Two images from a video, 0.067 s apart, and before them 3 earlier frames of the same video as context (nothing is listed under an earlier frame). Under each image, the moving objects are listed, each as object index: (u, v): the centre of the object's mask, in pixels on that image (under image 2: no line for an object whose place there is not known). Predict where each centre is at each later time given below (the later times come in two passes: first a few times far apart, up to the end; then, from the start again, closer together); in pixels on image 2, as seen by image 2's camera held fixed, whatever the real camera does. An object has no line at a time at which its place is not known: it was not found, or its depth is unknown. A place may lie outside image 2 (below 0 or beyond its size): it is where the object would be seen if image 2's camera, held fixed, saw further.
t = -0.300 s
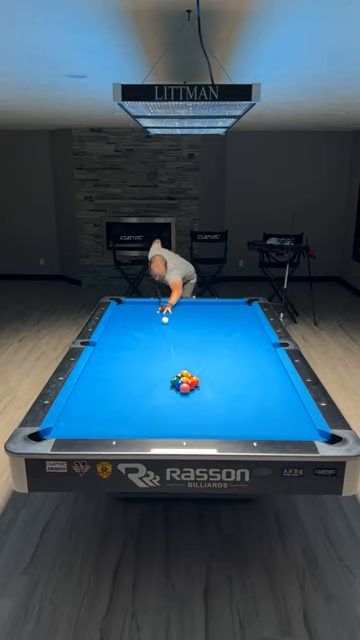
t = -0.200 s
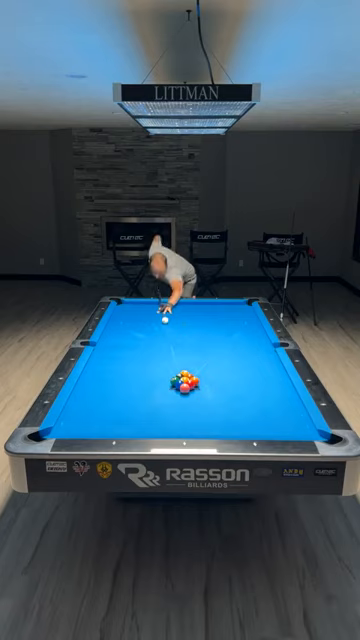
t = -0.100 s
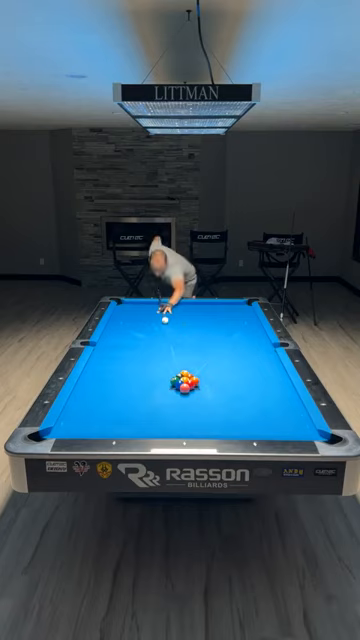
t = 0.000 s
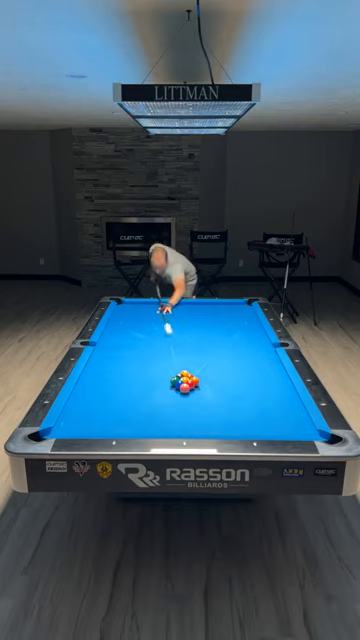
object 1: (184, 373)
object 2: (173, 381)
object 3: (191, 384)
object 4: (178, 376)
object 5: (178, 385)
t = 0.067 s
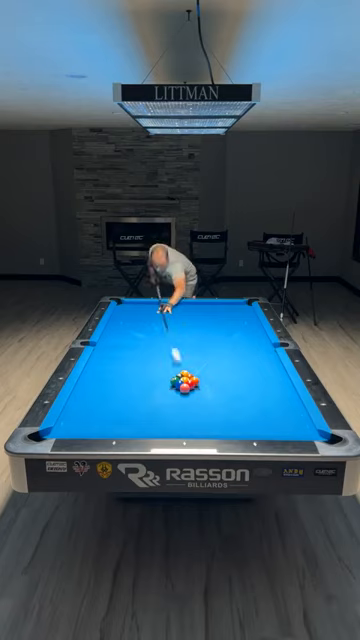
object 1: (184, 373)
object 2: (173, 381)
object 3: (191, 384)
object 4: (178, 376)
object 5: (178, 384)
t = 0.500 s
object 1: (236, 359)
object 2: (69, 421)
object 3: (201, 402)
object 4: (163, 374)
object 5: (156, 413)
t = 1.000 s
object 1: (260, 348)
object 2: (118, 419)
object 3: (217, 425)
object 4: (206, 370)
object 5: (193, 425)
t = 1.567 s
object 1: (228, 340)
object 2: (177, 400)
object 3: (228, 419)
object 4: (263, 364)
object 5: (228, 429)
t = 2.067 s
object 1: (205, 335)
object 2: (219, 387)
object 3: (233, 408)
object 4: (257, 361)
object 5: (247, 426)
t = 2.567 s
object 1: (184, 330)
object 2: (254, 377)
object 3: (236, 399)
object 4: (224, 367)
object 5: (262, 422)
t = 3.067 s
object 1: (168, 327)
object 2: (278, 368)
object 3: (239, 391)
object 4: (191, 375)
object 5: (273, 419)
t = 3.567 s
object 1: (155, 322)
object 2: (256, 362)
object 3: (241, 387)
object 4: (159, 382)
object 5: (280, 416)
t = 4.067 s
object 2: (238, 357)
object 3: (243, 383)
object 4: (127, 390)
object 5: (285, 415)
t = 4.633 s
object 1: (144, 315)
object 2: (221, 353)
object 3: (244, 381)
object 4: (93, 398)
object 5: (285, 415)
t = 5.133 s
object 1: (140, 312)
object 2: (210, 350)
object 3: (244, 381)
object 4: (72, 405)
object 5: (285, 415)
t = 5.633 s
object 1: (137, 310)
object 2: (202, 348)
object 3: (244, 381)
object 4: (83, 408)
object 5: (285, 415)
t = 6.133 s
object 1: (135, 309)
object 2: (195, 346)
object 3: (244, 381)
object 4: (91, 411)
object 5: (285, 415)
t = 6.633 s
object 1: (135, 308)
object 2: (191, 346)
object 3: (244, 381)
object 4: (97, 413)
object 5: (285, 415)
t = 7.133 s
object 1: (135, 308)
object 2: (190, 345)
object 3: (244, 381)
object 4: (99, 414)
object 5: (285, 415)
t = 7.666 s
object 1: (135, 308)
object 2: (190, 345)
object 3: (244, 381)
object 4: (100, 414)
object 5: (285, 415)
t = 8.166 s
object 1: (135, 308)
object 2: (190, 345)
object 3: (244, 381)
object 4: (100, 414)
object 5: (285, 415)
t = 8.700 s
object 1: (135, 308)
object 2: (190, 345)
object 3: (244, 381)
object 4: (100, 414)
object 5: (285, 415)
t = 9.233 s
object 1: (135, 308)
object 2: (190, 345)
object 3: (244, 381)
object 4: (100, 414)
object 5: (285, 415)
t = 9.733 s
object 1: (135, 308)
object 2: (190, 345)
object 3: (244, 381)
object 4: (100, 414)
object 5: (285, 415)
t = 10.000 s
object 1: (135, 308)
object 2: (190, 345)
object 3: (244, 381)
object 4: (100, 414)
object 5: (285, 415)
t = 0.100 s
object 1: (184, 373)
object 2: (173, 382)
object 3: (190, 384)
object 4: (178, 375)
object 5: (178, 384)
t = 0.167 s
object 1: (196, 370)
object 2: (155, 389)
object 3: (191, 388)
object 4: (176, 377)
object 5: (171, 391)
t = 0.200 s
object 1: (200, 368)
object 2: (146, 393)
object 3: (192, 390)
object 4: (175, 377)
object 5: (167, 394)
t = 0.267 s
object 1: (210, 366)
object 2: (129, 399)
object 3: (195, 392)
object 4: (172, 376)
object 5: (160, 401)
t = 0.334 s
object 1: (218, 363)
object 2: (112, 405)
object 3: (196, 395)
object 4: (169, 376)
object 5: (153, 406)
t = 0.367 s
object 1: (221, 362)
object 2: (104, 407)
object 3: (197, 397)
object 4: (168, 375)
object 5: (149, 409)
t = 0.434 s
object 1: (229, 360)
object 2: (87, 414)
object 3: (199, 399)
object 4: (166, 375)
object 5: (148, 413)
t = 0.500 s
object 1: (236, 359)
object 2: (69, 421)
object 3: (201, 402)
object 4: (163, 374)
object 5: (156, 413)
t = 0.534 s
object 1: (240, 358)
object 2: (60, 425)
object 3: (202, 404)
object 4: (162, 374)
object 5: (159, 414)
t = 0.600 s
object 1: (247, 356)
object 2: (68, 427)
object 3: (204, 407)
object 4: (160, 374)
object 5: (164, 415)
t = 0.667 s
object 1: (254, 354)
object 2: (76, 430)
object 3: (206, 410)
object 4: (167, 373)
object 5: (169, 417)
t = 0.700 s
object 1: (257, 353)
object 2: (81, 429)
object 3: (207, 411)
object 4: (172, 372)
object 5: (171, 418)
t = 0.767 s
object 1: (264, 352)
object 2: (90, 427)
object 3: (209, 414)
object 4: (181, 371)
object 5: (176, 419)
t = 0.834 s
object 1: (270, 350)
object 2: (98, 425)
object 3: (212, 417)
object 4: (188, 371)
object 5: (181, 421)
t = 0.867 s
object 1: (269, 349)
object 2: (102, 425)
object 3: (213, 419)
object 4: (192, 371)
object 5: (183, 422)
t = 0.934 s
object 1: (264, 348)
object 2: (110, 422)
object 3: (215, 422)
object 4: (199, 370)
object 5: (188, 424)
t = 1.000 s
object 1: (260, 348)
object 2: (118, 419)
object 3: (217, 425)
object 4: (206, 370)
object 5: (193, 425)
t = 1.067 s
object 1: (256, 346)
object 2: (126, 417)
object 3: (219, 428)
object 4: (213, 369)
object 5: (198, 427)
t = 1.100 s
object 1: (254, 346)
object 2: (130, 416)
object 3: (220, 429)
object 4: (217, 368)
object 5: (200, 427)
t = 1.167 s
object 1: (250, 345)
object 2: (137, 413)
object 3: (223, 431)
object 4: (224, 368)
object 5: (205, 428)
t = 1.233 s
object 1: (246, 344)
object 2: (144, 411)
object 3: (224, 429)
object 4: (230, 367)
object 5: (209, 429)
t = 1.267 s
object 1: (244, 344)
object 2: (148, 410)
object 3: (224, 429)
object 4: (234, 367)
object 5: (211, 430)
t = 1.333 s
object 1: (240, 343)
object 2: (154, 408)
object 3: (225, 426)
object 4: (240, 366)
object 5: (216, 430)
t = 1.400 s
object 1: (237, 342)
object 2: (161, 406)
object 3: (227, 424)
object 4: (247, 366)
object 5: (220, 430)
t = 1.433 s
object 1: (235, 342)
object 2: (164, 405)
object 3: (227, 423)
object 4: (250, 365)
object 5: (222, 430)
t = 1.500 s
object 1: (232, 341)
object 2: (171, 402)
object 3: (227, 421)
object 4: (256, 365)
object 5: (226, 429)
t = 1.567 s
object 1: (228, 340)
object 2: (177, 400)
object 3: (228, 419)
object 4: (263, 364)
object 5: (228, 429)
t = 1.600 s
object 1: (226, 340)
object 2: (180, 399)
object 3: (228, 418)
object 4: (266, 364)
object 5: (229, 429)
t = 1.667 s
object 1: (223, 339)
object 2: (186, 397)
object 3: (229, 417)
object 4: (271, 364)
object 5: (232, 429)
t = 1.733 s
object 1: (220, 338)
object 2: (192, 396)
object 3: (230, 416)
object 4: (277, 363)
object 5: (234, 428)
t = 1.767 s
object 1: (218, 338)
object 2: (195, 394)
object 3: (230, 415)
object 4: (275, 363)
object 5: (236, 428)
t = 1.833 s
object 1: (215, 337)
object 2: (200, 393)
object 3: (231, 413)
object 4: (270, 362)
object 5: (238, 428)
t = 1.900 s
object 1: (212, 336)
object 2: (205, 391)
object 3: (231, 412)
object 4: (267, 362)
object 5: (241, 427)
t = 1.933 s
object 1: (211, 336)
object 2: (208, 390)
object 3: (232, 411)
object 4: (265, 362)
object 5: (242, 427)
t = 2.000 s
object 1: (207, 336)
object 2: (213, 389)
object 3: (232, 409)
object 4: (261, 362)
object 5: (244, 426)
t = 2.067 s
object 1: (205, 335)
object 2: (219, 387)
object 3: (233, 408)
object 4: (257, 361)
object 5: (247, 426)
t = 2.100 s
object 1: (203, 334)
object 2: (221, 386)
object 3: (233, 407)
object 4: (256, 361)
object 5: (248, 426)
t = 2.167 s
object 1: (200, 334)
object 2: (226, 385)
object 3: (233, 406)
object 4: (250, 361)
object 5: (250, 425)
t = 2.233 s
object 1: (198, 333)
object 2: (231, 384)
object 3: (234, 405)
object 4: (246, 362)
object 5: (252, 424)
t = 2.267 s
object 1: (196, 333)
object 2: (233, 383)
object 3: (234, 404)
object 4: (244, 363)
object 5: (253, 424)
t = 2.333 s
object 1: (194, 332)
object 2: (238, 381)
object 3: (235, 403)
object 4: (240, 364)
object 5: (255, 424)
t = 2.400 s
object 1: (191, 332)
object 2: (243, 380)
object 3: (235, 401)
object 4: (235, 365)
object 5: (257, 423)
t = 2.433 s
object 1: (190, 331)
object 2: (245, 379)
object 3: (235, 401)
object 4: (233, 365)
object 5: (258, 423)
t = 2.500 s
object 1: (187, 331)
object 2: (249, 378)
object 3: (236, 400)
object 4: (229, 367)
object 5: (260, 422)
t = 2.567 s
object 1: (184, 330)
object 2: (254, 377)
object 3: (236, 399)
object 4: (224, 367)
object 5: (262, 422)
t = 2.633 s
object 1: (182, 330)
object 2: (258, 375)
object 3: (237, 397)
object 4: (220, 368)
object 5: (264, 422)
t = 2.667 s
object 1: (181, 330)
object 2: (260, 375)
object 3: (237, 397)
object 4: (218, 369)
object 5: (265, 421)
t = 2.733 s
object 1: (179, 329)
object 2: (264, 374)
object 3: (237, 396)
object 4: (213, 370)
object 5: (266, 421)
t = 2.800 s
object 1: (176, 329)
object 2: (268, 373)
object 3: (238, 395)
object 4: (209, 371)
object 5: (268, 421)
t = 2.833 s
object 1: (175, 329)
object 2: (270, 372)
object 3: (238, 394)
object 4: (207, 371)
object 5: (268, 420)
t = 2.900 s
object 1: (173, 328)
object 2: (273, 371)
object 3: (238, 393)
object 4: (202, 372)
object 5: (270, 420)
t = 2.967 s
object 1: (171, 327)
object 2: (277, 370)
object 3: (239, 392)
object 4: (198, 373)
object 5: (271, 419)
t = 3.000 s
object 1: (170, 327)
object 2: (279, 369)
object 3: (239, 392)
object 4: (196, 374)
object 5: (272, 419)
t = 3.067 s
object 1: (168, 327)
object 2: (278, 368)
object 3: (239, 391)
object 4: (191, 375)
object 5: (273, 419)
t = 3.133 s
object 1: (165, 326)
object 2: (275, 367)
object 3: (239, 391)
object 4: (187, 374)
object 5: (274, 418)
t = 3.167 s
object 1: (164, 326)
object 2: (274, 367)
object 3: (239, 390)
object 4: (185, 374)
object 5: (275, 418)
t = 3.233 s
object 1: (163, 326)
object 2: (270, 365)
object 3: (240, 390)
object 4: (179, 377)
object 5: (276, 418)
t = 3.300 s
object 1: (161, 325)
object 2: (267, 365)
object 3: (240, 389)
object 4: (175, 378)
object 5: (277, 417)
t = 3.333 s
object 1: (160, 325)
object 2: (266, 365)
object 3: (240, 389)
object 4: (174, 379)
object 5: (277, 417)
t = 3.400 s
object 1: (158, 324)
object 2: (263, 364)
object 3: (240, 388)
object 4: (170, 380)
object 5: (278, 417)
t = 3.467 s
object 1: (156, 324)
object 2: (260, 363)
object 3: (240, 387)
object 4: (165, 381)
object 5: (279, 417)
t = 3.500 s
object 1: (156, 323)
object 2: (258, 363)
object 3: (241, 387)
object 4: (163, 381)
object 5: (280, 417)
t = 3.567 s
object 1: (155, 322)
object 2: (256, 362)
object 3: (241, 387)
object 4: (159, 382)
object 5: (280, 416)
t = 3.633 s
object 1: (154, 322)
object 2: (254, 361)
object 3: (241, 386)
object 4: (154, 383)
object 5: (281, 416)
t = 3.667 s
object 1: (153, 321)
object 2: (252, 361)
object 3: (242, 385)
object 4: (152, 384)
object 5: (281, 416)
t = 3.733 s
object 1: (152, 321)
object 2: (250, 360)
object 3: (241, 385)
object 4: (148, 384)
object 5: (282, 416)
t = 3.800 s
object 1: (152, 321)
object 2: (247, 360)
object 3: (242, 385)
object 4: (144, 386)
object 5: (282, 416)
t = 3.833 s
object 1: (151, 321)
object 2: (246, 359)
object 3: (242, 384)
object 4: (142, 386)
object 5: (283, 416)
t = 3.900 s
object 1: (150, 320)
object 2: (243, 358)
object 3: (242, 384)
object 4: (137, 388)
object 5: (283, 416)
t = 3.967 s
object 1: (150, 320)
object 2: (241, 358)
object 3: (242, 383)
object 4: (133, 388)
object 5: (284, 416)
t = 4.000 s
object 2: (240, 357)
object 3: (242, 383)
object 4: (131, 389)
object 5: (284, 416)
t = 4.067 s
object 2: (238, 357)
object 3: (243, 383)
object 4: (127, 390)
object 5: (285, 415)
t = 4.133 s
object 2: (236, 356)
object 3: (243, 383)
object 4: (123, 391)
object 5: (285, 415)
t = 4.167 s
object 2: (235, 356)
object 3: (243, 383)
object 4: (121, 391)
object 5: (285, 415)
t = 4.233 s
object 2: (232, 356)
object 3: (243, 382)
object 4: (117, 392)
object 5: (285, 415)
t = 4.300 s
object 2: (231, 355)
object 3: (243, 382)
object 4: (113, 393)
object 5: (285, 415)
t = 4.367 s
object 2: (228, 355)
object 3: (243, 381)
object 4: (109, 394)
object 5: (285, 415)
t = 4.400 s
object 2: (228, 354)
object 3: (243, 381)
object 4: (107, 395)
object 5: (286, 415)
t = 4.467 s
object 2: (226, 354)
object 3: (243, 381)
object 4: (102, 396)
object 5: (285, 415)
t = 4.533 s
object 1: (144, 316)
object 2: (224, 353)
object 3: (244, 381)
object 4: (98, 397)
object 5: (285, 415)
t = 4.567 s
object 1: (144, 315)
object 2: (223, 353)
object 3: (244, 381)
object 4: (96, 397)
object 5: (285, 415)
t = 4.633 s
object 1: (144, 315)
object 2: (221, 353)
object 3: (244, 381)
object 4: (93, 398)
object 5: (285, 415)
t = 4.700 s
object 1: (143, 315)
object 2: (219, 352)
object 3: (244, 381)
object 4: (89, 399)
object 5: (285, 415)
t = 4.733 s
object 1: (142, 314)
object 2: (218, 352)
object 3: (244, 381)
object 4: (87, 400)
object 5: (285, 415)
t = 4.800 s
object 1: (142, 314)
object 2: (217, 351)
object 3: (244, 381)
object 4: (83, 400)
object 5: (285, 415)
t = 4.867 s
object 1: (141, 314)
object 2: (215, 351)
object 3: (244, 381)
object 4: (79, 401)
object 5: (285, 415)
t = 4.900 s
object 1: (141, 313)
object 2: (215, 351)
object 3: (244, 381)
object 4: (77, 402)
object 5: (285, 415)
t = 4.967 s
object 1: (141, 313)
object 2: (213, 351)
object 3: (244, 381)
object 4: (74, 403)
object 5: (285, 415)
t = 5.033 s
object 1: (140, 313)
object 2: (212, 350)
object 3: (244, 381)
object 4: (69, 404)
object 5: (285, 415)
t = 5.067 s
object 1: (140, 313)
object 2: (211, 350)
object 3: (244, 381)
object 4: (70, 404)
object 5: (285, 415)
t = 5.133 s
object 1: (140, 312)
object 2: (210, 350)
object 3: (244, 381)
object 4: (72, 405)
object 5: (285, 415)
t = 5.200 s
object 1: (139, 312)
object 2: (209, 350)
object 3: (244, 381)
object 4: (74, 405)
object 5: (285, 415)
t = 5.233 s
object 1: (139, 312)
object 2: (208, 349)
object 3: (244, 381)
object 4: (74, 406)
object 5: (285, 415)
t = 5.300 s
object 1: (139, 311)
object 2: (207, 349)
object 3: (244, 381)
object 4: (76, 406)
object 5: (285, 415)
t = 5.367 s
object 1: (138, 311)
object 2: (206, 349)
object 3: (244, 381)
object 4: (78, 407)
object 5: (285, 415)
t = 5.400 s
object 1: (138, 311)
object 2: (205, 349)
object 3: (244, 381)
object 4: (78, 407)
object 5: (285, 415)
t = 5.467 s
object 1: (138, 311)
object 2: (204, 348)
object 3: (244, 381)
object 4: (80, 407)
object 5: (285, 415)
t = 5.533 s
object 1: (138, 311)
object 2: (203, 348)
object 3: (244, 381)
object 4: (81, 408)
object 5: (285, 415)
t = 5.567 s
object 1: (138, 311)
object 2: (203, 348)
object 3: (244, 381)
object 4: (81, 408)
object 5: (285, 415)
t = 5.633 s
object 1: (137, 310)
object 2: (202, 348)
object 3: (244, 381)
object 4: (83, 408)
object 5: (285, 415)
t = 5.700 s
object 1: (137, 310)
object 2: (201, 348)
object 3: (244, 381)
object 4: (84, 409)
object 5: (285, 415)
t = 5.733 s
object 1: (136, 310)
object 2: (200, 348)
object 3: (244, 381)
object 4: (85, 409)
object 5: (285, 415)
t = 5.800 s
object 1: (136, 310)
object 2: (199, 347)
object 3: (244, 381)
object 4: (86, 410)
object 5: (285, 415)
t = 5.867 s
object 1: (136, 310)
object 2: (198, 347)
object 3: (244, 381)
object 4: (87, 410)
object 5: (285, 415)
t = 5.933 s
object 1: (136, 310)
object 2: (198, 347)
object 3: (244, 381)
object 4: (88, 410)
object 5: (285, 415)
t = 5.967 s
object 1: (136, 309)
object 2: (197, 346)
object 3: (244, 381)
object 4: (89, 411)
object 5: (285, 415)
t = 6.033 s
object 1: (136, 309)
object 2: (196, 346)
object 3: (244, 381)
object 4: (89, 411)
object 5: (285, 415)
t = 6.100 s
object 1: (135, 309)
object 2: (195, 346)
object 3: (244, 381)
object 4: (90, 411)
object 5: (285, 415)
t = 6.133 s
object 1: (135, 309)
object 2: (195, 346)
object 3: (244, 381)
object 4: (91, 411)
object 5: (285, 415)
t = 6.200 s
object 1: (135, 309)
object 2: (194, 346)
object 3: (244, 381)
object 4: (92, 412)
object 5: (285, 415)
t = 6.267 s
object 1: (135, 309)
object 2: (194, 346)
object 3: (244, 381)
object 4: (93, 412)
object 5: (285, 415)
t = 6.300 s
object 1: (135, 309)
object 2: (193, 346)
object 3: (244, 381)
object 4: (93, 412)
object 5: (285, 415)
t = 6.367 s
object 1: (135, 309)
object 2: (193, 346)
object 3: (244, 381)
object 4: (94, 412)
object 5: (285, 415)
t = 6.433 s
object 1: (135, 308)
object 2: (192, 346)
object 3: (244, 381)
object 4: (95, 413)
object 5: (285, 415)
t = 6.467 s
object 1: (135, 308)
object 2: (192, 346)
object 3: (244, 381)
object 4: (95, 413)
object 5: (285, 415)
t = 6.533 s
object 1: (135, 308)
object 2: (192, 346)
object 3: (244, 381)
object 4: (96, 413)
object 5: (285, 415)
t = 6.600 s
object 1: (135, 308)
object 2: (192, 346)
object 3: (244, 381)
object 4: (96, 413)
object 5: (285, 415)
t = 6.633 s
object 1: (135, 308)
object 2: (191, 346)
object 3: (244, 381)
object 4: (97, 413)
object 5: (285, 415)
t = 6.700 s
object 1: (135, 308)
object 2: (191, 346)
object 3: (244, 381)
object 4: (97, 413)
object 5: (285, 415)
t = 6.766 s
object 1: (135, 308)
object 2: (190, 345)
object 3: (244, 381)
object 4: (97, 414)
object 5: (285, 415)
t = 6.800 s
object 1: (135, 308)
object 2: (190, 345)
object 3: (244, 381)
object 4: (98, 414)
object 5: (285, 415)
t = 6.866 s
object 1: (135, 308)
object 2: (190, 345)
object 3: (244, 381)
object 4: (98, 414)
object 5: (285, 415)
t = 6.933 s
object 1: (135, 308)
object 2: (190, 345)
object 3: (244, 381)
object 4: (99, 414)
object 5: (285, 415)
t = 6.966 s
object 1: (135, 308)
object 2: (190, 345)
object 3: (244, 381)
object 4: (99, 414)
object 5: (285, 415)
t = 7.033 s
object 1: (135, 308)
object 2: (190, 345)
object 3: (244, 381)
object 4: (99, 414)
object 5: (285, 415)
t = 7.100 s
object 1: (135, 308)
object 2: (190, 345)
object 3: (244, 381)
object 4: (99, 414)
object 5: (285, 415)
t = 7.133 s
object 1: (135, 308)
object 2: (190, 345)
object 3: (244, 381)
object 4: (99, 414)
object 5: (285, 415)
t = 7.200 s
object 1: (135, 308)
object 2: (190, 345)
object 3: (244, 381)
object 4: (100, 414)
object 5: (285, 415)
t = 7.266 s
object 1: (135, 308)
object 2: (190, 345)
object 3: (244, 381)
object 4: (100, 414)
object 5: (285, 415)
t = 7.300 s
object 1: (135, 308)
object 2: (190, 345)
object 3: (244, 381)
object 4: (100, 414)
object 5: (285, 415)
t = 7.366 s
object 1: (135, 308)
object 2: (190, 345)
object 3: (244, 381)
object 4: (100, 414)
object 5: (285, 415)
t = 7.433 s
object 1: (135, 308)
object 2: (190, 345)
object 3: (244, 381)
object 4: (100, 414)
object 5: (285, 415)
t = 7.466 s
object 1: (135, 308)
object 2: (190, 345)
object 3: (244, 381)
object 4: (100, 414)
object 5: (285, 415)
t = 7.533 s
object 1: (135, 308)
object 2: (190, 345)
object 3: (244, 381)
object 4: (100, 414)
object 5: (285, 415)
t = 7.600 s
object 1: (135, 308)
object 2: (190, 345)
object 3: (244, 381)
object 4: (100, 414)
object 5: (285, 415)
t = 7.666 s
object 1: (135, 308)
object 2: (190, 345)
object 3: (244, 381)
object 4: (100, 414)
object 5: (285, 415)
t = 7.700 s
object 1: (135, 308)
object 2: (190, 345)
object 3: (244, 381)
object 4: (100, 414)
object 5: (285, 415)
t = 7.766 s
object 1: (135, 308)
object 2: (190, 345)
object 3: (244, 381)
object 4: (100, 414)
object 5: (285, 415)
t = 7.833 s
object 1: (135, 308)
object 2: (190, 345)
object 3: (244, 381)
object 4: (100, 414)
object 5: (285, 415)
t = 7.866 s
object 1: (135, 308)
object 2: (190, 345)
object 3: (244, 381)
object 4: (100, 414)
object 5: (285, 415)
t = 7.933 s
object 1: (135, 308)
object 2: (190, 345)
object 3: (244, 381)
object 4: (100, 414)
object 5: (285, 415)
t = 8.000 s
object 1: (135, 308)
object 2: (190, 345)
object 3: (244, 381)
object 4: (100, 414)
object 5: (285, 415)
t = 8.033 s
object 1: (135, 308)
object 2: (190, 345)
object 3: (244, 381)
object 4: (100, 414)
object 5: (285, 415)
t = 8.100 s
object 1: (135, 308)
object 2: (190, 345)
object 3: (244, 381)
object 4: (100, 414)
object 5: (285, 415)
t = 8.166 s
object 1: (135, 308)
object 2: (190, 345)
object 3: (244, 381)
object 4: (100, 414)
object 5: (285, 415)
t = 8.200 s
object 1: (135, 308)
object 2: (190, 345)
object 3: (244, 381)
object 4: (100, 414)
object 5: (285, 415)
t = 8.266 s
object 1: (135, 308)
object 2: (190, 345)
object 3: (244, 381)
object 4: (100, 414)
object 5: (285, 415)
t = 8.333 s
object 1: (135, 308)
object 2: (190, 345)
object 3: (244, 381)
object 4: (100, 414)
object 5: (285, 415)
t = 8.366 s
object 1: (135, 308)
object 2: (190, 345)
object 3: (244, 381)
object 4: (100, 414)
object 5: (285, 415)
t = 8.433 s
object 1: (135, 308)
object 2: (190, 345)
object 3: (244, 381)
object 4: (100, 414)
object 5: (285, 415)
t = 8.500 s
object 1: (135, 308)
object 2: (190, 345)
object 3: (244, 381)
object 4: (100, 414)
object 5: (285, 415)
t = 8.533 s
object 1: (135, 308)
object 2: (190, 345)
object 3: (244, 381)
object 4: (100, 414)
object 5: (285, 415)
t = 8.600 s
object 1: (135, 308)
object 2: (190, 345)
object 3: (244, 381)
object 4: (100, 414)
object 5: (285, 415)
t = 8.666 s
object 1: (135, 308)
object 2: (190, 345)
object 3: (244, 381)
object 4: (100, 414)
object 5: (285, 415)
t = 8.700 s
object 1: (135, 308)
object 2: (190, 345)
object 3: (244, 381)
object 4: (100, 414)
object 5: (285, 415)
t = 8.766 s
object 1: (135, 308)
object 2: (190, 345)
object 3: (244, 381)
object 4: (100, 414)
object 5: (285, 415)
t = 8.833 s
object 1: (135, 308)
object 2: (190, 345)
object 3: (244, 381)
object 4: (100, 414)
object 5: (285, 415)
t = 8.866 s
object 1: (135, 308)
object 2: (190, 345)
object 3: (244, 381)
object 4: (100, 414)
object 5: (285, 415)
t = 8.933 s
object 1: (135, 308)
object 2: (190, 345)
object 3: (244, 381)
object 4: (100, 414)
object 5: (285, 415)
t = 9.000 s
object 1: (135, 308)
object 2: (190, 345)
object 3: (244, 381)
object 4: (100, 414)
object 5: (285, 415)
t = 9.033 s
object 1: (135, 308)
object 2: (190, 345)
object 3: (244, 381)
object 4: (100, 414)
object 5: (285, 415)
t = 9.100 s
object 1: (135, 308)
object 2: (190, 345)
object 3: (244, 381)
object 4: (100, 414)
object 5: (285, 415)
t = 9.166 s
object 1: (135, 308)
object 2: (190, 345)
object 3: (244, 381)
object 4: (100, 414)
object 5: (285, 415)
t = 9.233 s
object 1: (135, 308)
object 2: (190, 345)
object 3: (244, 381)
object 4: (100, 414)
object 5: (285, 415)
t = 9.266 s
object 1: (135, 308)
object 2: (190, 345)
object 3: (244, 381)
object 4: (100, 414)
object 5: (285, 415)
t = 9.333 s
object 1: (135, 308)
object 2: (190, 345)
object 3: (244, 381)
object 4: (100, 414)
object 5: (285, 415)
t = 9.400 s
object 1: (135, 308)
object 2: (190, 345)
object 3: (244, 381)
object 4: (100, 414)
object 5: (285, 415)
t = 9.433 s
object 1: (135, 308)
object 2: (190, 345)
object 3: (244, 381)
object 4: (100, 414)
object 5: (285, 415)
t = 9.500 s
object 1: (135, 308)
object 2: (190, 345)
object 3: (244, 381)
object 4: (100, 414)
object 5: (285, 415)
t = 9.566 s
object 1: (135, 308)
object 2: (190, 345)
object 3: (244, 381)
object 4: (100, 414)
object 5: (285, 415)
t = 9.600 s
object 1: (135, 308)
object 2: (190, 345)
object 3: (244, 381)
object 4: (100, 414)
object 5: (285, 415)
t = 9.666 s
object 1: (135, 308)
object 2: (190, 345)
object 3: (244, 381)
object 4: (100, 414)
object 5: (285, 415)
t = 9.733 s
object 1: (135, 308)
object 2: (190, 345)
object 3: (244, 381)
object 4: (100, 414)
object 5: (285, 415)
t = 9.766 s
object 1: (135, 308)
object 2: (190, 345)
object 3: (244, 381)
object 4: (100, 414)
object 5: (285, 415)
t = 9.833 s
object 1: (135, 308)
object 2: (190, 345)
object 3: (244, 381)
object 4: (100, 414)
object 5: (285, 415)
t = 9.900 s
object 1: (135, 308)
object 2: (190, 345)
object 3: (244, 381)
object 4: (100, 414)
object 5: (285, 415)
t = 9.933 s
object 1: (135, 308)
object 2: (190, 345)
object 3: (244, 381)
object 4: (100, 414)
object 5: (285, 415)
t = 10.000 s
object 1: (135, 308)
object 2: (190, 345)
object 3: (244, 381)
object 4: (100, 414)
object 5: (285, 415)
